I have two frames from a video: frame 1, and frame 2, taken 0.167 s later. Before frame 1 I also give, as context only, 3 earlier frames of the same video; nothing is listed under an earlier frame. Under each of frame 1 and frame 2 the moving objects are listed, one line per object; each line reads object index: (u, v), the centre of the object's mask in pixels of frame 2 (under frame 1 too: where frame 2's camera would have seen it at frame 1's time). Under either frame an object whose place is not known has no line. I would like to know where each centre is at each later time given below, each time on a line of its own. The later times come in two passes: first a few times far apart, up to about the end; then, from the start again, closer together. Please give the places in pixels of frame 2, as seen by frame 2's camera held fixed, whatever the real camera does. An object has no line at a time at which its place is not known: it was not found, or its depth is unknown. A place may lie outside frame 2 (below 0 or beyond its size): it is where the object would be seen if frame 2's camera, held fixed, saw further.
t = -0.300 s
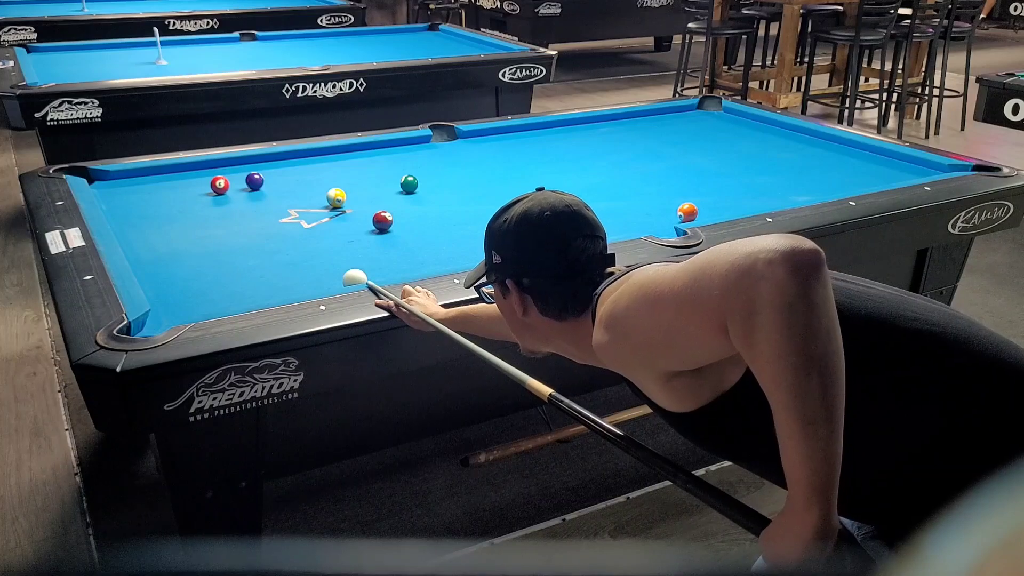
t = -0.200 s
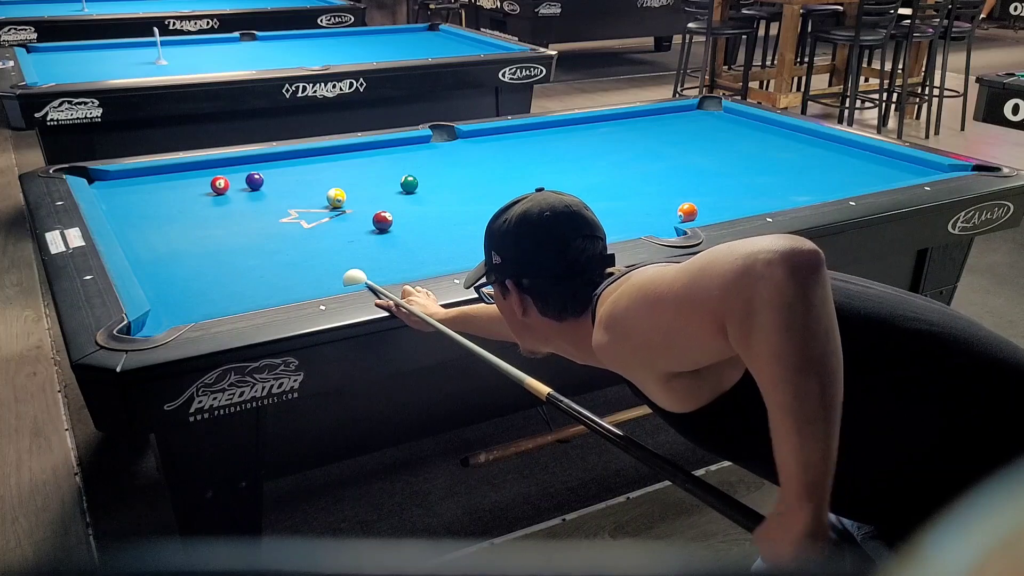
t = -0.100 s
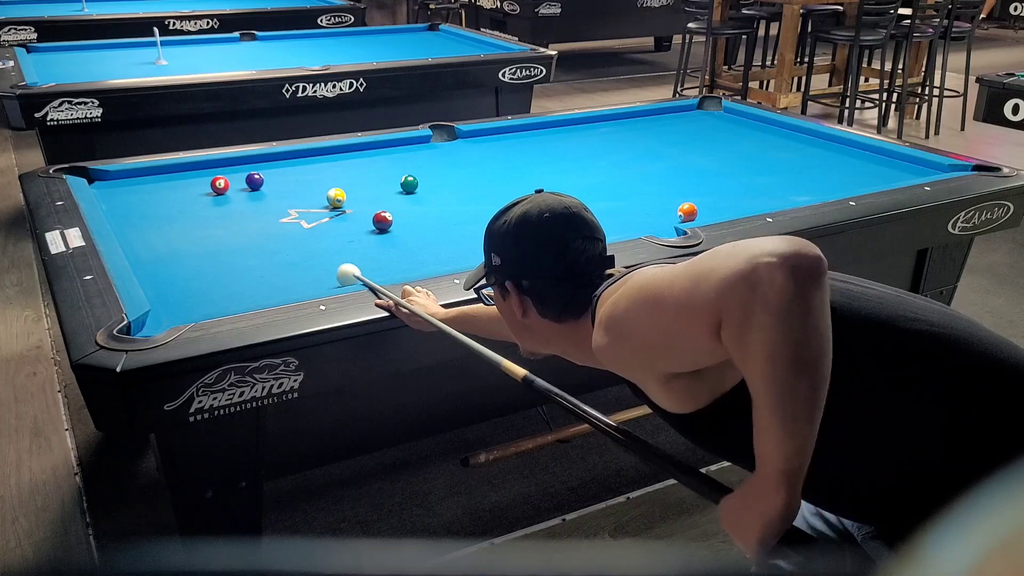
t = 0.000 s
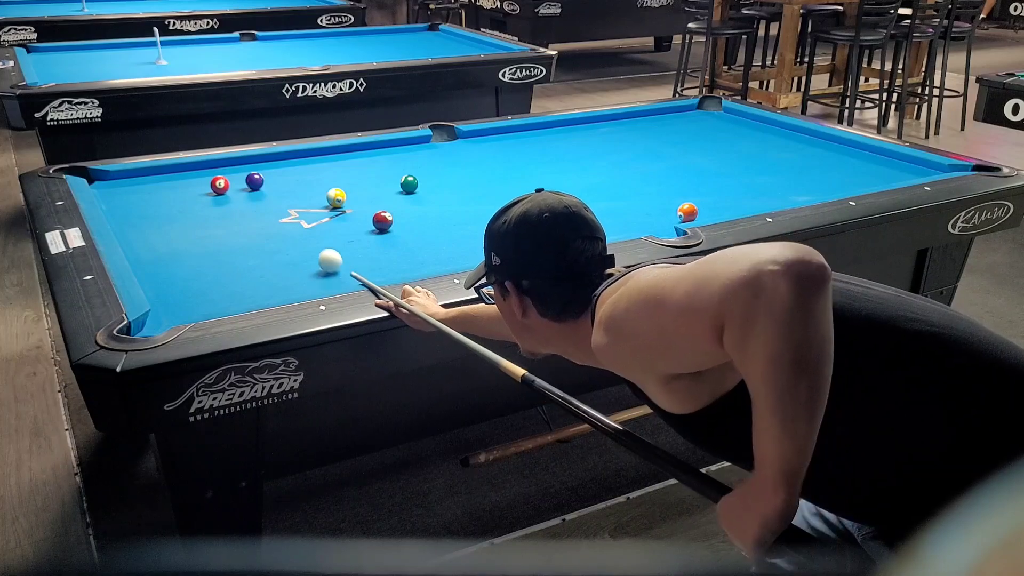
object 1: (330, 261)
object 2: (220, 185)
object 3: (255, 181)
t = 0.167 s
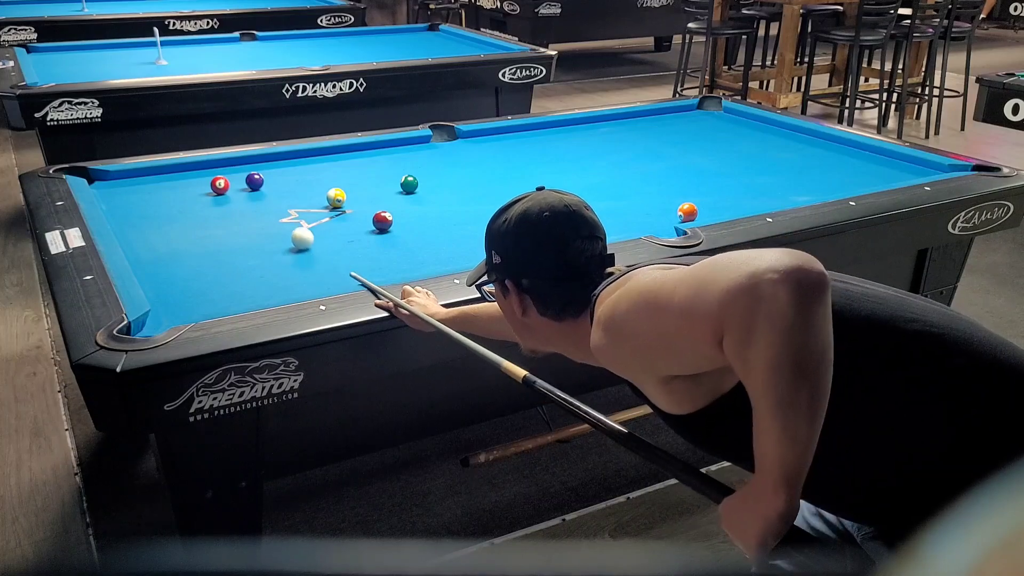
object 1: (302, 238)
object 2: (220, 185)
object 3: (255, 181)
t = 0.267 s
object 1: (287, 226)
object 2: (220, 185)
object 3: (255, 181)
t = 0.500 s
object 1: (257, 201)
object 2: (220, 185)
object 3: (255, 181)
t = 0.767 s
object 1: (233, 182)
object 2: (204, 184)
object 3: (265, 178)
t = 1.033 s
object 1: (214, 172)
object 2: (170, 181)
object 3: (290, 170)
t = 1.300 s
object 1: (200, 166)
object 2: (138, 179)
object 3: (313, 164)
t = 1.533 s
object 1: (201, 172)
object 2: (113, 177)
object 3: (331, 158)
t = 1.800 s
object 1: (203, 178)
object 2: (86, 175)
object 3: (349, 153)
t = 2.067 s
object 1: (204, 184)
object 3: (366, 148)
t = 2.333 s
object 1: (206, 190)
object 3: (380, 145)
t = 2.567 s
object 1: (207, 194)
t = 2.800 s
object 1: (212, 198)
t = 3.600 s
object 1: (218, 213)
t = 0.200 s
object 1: (297, 234)
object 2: (220, 185)
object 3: (254, 181)
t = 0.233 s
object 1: (292, 231)
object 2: (220, 185)
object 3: (255, 181)
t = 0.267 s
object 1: (287, 226)
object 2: (220, 185)
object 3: (255, 181)
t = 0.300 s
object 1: (283, 222)
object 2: (220, 185)
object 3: (255, 181)
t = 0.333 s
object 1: (278, 219)
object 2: (220, 185)
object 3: (255, 181)
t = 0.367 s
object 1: (273, 215)
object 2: (220, 185)
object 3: (255, 181)
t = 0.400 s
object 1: (269, 212)
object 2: (220, 185)
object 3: (255, 181)
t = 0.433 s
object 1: (265, 208)
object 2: (220, 185)
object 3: (255, 181)
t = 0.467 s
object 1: (261, 205)
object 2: (220, 185)
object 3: (255, 181)
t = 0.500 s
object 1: (257, 201)
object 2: (220, 185)
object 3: (255, 181)
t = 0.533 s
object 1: (252, 198)
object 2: (220, 185)
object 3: (255, 180)
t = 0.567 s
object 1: (249, 195)
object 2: (220, 185)
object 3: (255, 180)
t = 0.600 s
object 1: (245, 192)
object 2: (220, 185)
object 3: (255, 180)
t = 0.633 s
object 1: (241, 189)
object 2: (220, 185)
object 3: (255, 180)
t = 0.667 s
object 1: (238, 186)
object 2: (219, 185)
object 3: (255, 181)
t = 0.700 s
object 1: (238, 184)
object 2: (214, 184)
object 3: (257, 180)
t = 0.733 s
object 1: (235, 183)
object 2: (209, 184)
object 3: (262, 179)
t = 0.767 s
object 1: (233, 182)
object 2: (204, 184)
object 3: (265, 178)
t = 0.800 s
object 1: (230, 181)
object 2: (200, 183)
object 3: (268, 177)
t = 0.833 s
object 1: (228, 179)
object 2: (195, 183)
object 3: (272, 176)
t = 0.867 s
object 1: (225, 178)
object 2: (191, 183)
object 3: (275, 175)
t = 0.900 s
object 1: (223, 177)
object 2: (187, 182)
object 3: (278, 174)
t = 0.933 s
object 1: (221, 176)
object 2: (183, 182)
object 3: (281, 173)
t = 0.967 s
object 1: (218, 175)
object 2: (179, 182)
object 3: (284, 172)
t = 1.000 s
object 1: (216, 173)
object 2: (174, 182)
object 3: (288, 171)
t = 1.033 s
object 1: (214, 172)
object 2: (170, 181)
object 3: (290, 170)
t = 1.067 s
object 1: (212, 171)
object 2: (166, 181)
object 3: (294, 169)
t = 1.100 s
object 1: (209, 170)
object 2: (162, 181)
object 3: (296, 169)
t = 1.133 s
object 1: (207, 169)
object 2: (158, 180)
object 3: (300, 168)
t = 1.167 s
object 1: (205, 168)
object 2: (154, 180)
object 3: (302, 167)
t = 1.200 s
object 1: (203, 167)
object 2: (150, 180)
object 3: (305, 166)
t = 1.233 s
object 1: (201, 166)
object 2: (146, 179)
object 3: (307, 165)
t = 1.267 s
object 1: (200, 166)
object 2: (142, 179)
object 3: (310, 164)
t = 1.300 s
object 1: (200, 166)
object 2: (138, 179)
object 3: (313, 164)
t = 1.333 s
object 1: (200, 167)
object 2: (135, 178)
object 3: (316, 163)
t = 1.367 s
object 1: (200, 168)
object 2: (131, 178)
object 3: (318, 162)
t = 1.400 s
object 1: (200, 169)
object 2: (127, 178)
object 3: (321, 161)
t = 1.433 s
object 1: (201, 170)
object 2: (124, 177)
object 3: (324, 161)
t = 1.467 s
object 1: (201, 170)
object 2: (120, 178)
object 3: (326, 160)
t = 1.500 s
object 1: (201, 171)
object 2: (116, 177)
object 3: (329, 159)
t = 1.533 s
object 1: (201, 172)
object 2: (113, 177)
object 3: (331, 158)
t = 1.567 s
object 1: (201, 173)
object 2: (109, 177)
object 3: (334, 157)
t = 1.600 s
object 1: (202, 173)
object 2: (106, 177)
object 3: (336, 157)
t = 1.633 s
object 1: (202, 174)
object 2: (102, 176)
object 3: (338, 156)
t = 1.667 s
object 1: (202, 175)
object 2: (98, 176)
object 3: (340, 156)
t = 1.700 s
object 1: (202, 176)
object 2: (95, 176)
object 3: (343, 155)
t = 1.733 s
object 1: (202, 177)
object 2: (92, 175)
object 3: (345, 154)
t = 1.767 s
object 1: (203, 177)
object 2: (89, 175)
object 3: (347, 153)
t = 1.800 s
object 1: (203, 178)
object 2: (86, 175)
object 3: (349, 153)
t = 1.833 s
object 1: (203, 179)
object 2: (85, 178)
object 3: (352, 152)
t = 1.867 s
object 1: (203, 180)
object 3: (354, 152)
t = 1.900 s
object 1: (203, 180)
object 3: (356, 151)
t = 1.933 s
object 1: (203, 181)
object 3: (358, 150)
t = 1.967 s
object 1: (204, 182)
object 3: (360, 150)
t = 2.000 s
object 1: (204, 182)
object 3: (362, 149)
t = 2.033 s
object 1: (204, 183)
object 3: (364, 149)
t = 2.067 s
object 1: (204, 184)
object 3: (366, 148)
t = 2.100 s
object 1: (204, 185)
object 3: (368, 147)
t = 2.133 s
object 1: (205, 185)
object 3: (370, 147)
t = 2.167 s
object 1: (205, 186)
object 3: (372, 147)
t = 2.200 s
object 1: (205, 187)
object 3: (374, 146)
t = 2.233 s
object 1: (205, 187)
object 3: (375, 146)
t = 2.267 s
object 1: (205, 188)
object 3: (377, 145)
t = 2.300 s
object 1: (206, 189)
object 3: (379, 145)
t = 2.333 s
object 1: (206, 190)
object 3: (380, 145)
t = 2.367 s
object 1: (206, 190)
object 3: (382, 145)
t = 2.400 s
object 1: (206, 191)
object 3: (384, 145)
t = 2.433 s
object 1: (206, 192)
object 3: (386, 145)
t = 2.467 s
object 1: (207, 192)
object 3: (387, 145)
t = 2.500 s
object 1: (207, 193)
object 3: (386, 145)
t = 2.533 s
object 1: (207, 193)
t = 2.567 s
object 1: (207, 194)
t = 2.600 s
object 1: (207, 195)
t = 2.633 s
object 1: (207, 196)
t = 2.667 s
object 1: (205, 197)
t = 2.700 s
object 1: (203, 198)
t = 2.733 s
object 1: (214, 196)
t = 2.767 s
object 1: (213, 197)
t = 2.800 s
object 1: (212, 198)
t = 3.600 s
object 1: (218, 213)
